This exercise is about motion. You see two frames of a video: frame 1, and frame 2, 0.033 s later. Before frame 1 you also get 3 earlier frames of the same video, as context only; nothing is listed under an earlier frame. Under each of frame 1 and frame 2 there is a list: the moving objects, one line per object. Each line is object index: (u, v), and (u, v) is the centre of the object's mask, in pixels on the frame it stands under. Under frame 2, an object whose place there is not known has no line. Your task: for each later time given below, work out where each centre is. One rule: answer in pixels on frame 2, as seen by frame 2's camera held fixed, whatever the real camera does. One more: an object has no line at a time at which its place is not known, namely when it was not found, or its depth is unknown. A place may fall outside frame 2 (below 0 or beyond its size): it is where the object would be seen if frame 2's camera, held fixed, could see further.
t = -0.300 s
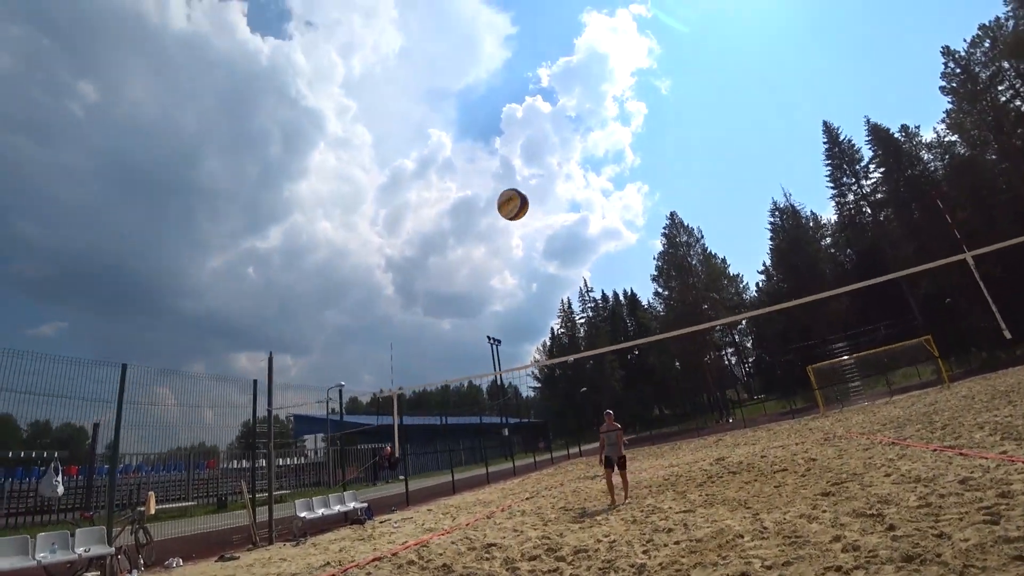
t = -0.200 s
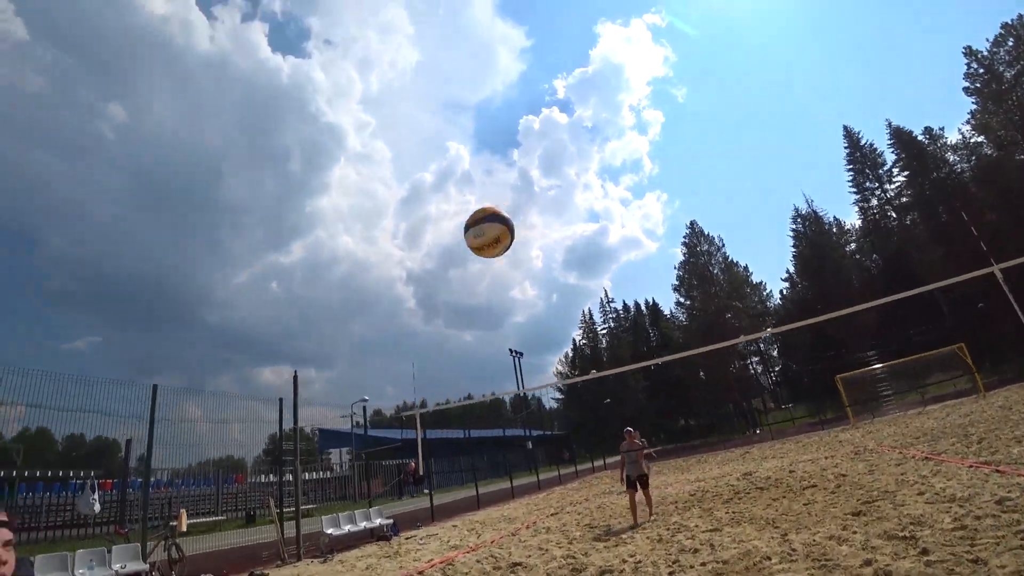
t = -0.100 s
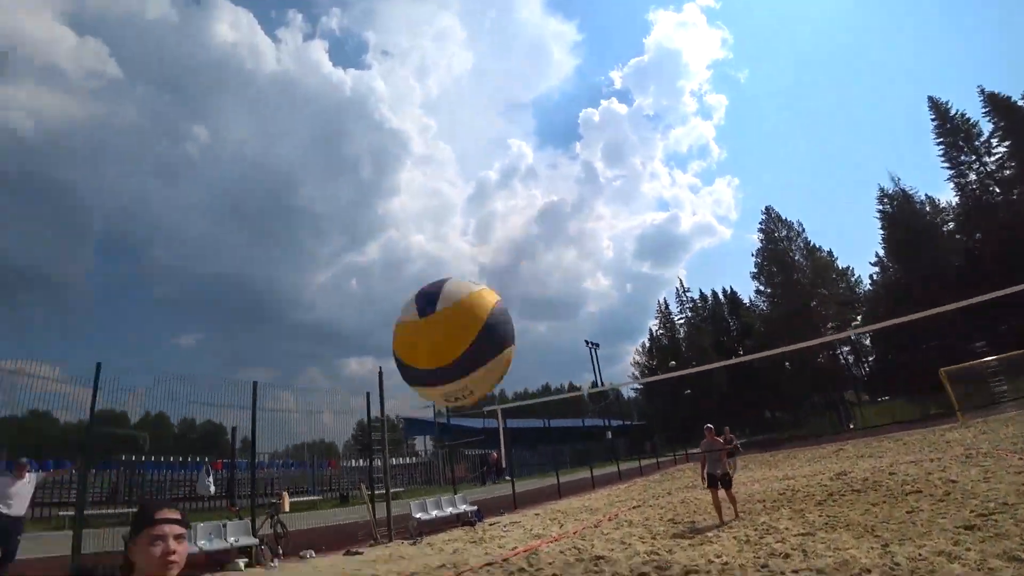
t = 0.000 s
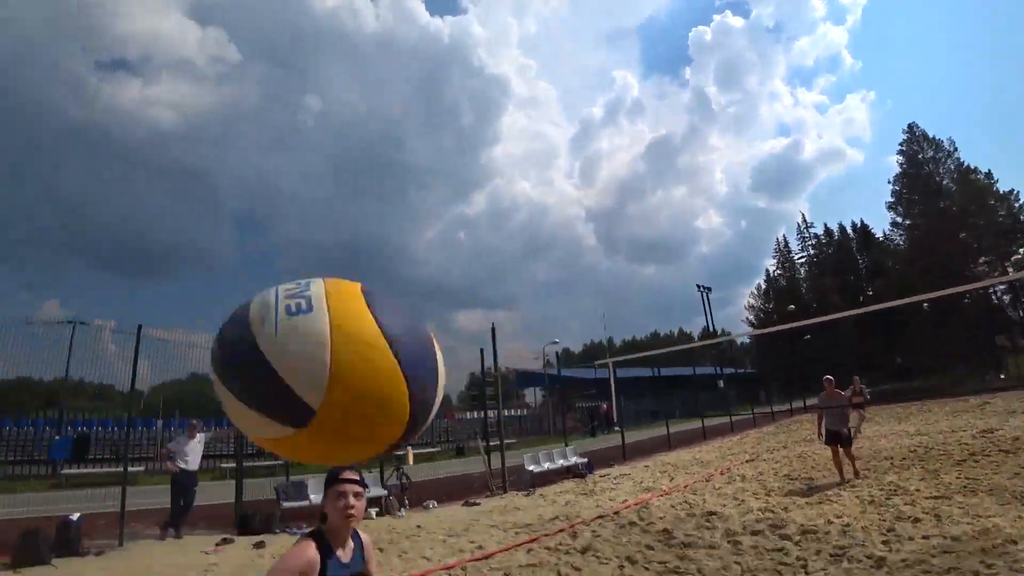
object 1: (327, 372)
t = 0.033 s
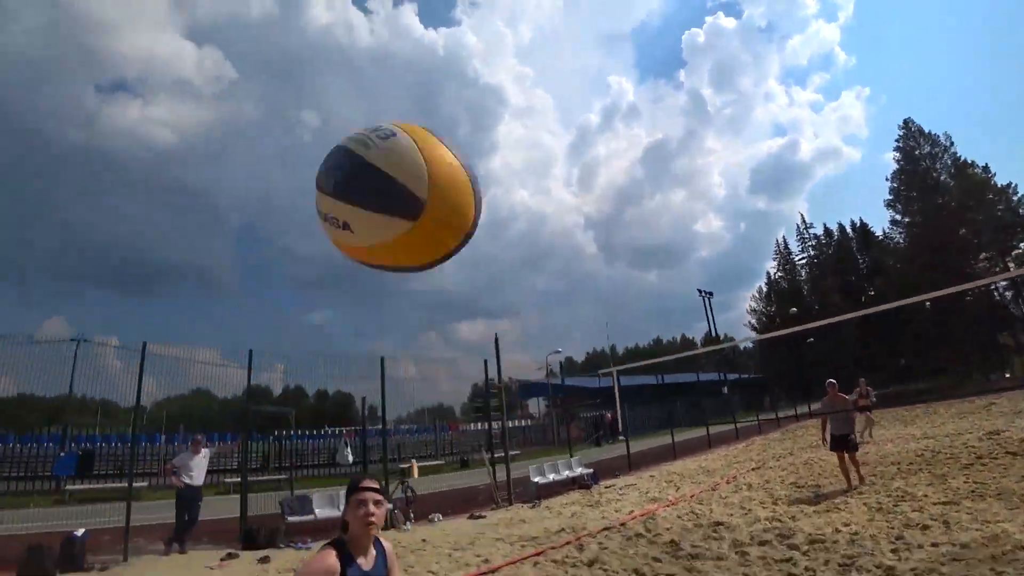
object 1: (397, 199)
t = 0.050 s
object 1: (426, 141)
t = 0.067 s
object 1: (447, 96)
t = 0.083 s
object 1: (463, 61)
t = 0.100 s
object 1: (475, 34)
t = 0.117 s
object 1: (489, 16)
